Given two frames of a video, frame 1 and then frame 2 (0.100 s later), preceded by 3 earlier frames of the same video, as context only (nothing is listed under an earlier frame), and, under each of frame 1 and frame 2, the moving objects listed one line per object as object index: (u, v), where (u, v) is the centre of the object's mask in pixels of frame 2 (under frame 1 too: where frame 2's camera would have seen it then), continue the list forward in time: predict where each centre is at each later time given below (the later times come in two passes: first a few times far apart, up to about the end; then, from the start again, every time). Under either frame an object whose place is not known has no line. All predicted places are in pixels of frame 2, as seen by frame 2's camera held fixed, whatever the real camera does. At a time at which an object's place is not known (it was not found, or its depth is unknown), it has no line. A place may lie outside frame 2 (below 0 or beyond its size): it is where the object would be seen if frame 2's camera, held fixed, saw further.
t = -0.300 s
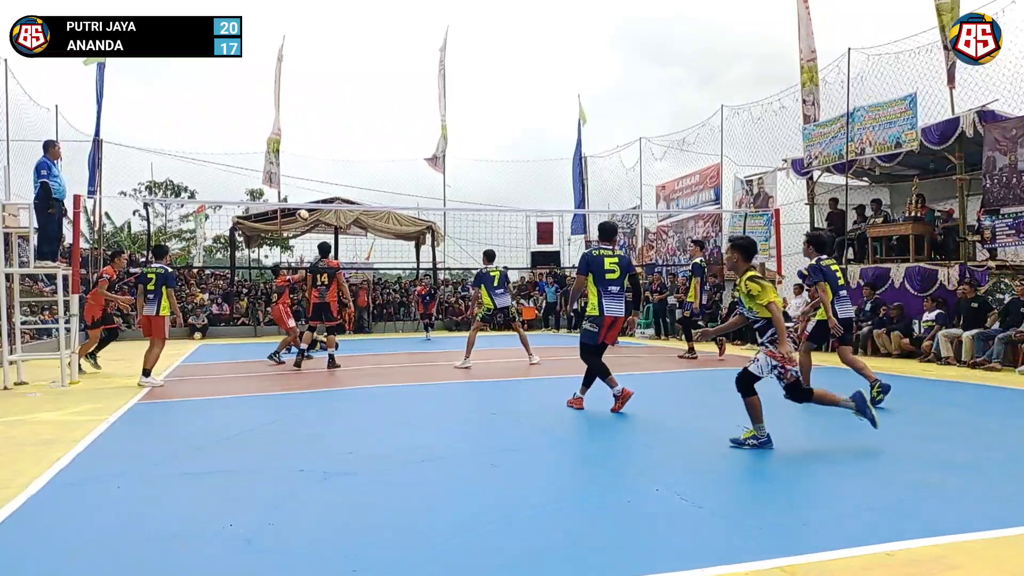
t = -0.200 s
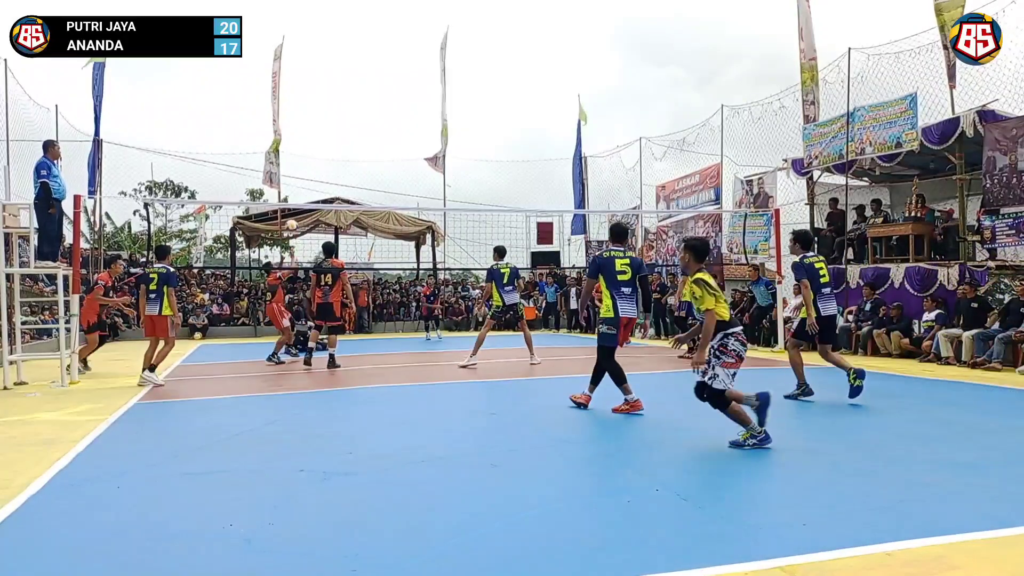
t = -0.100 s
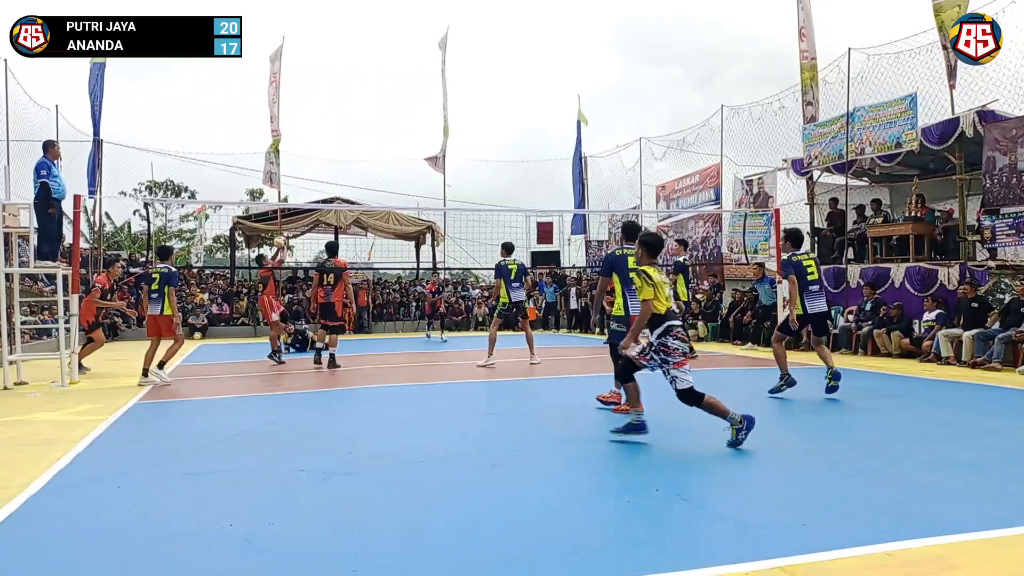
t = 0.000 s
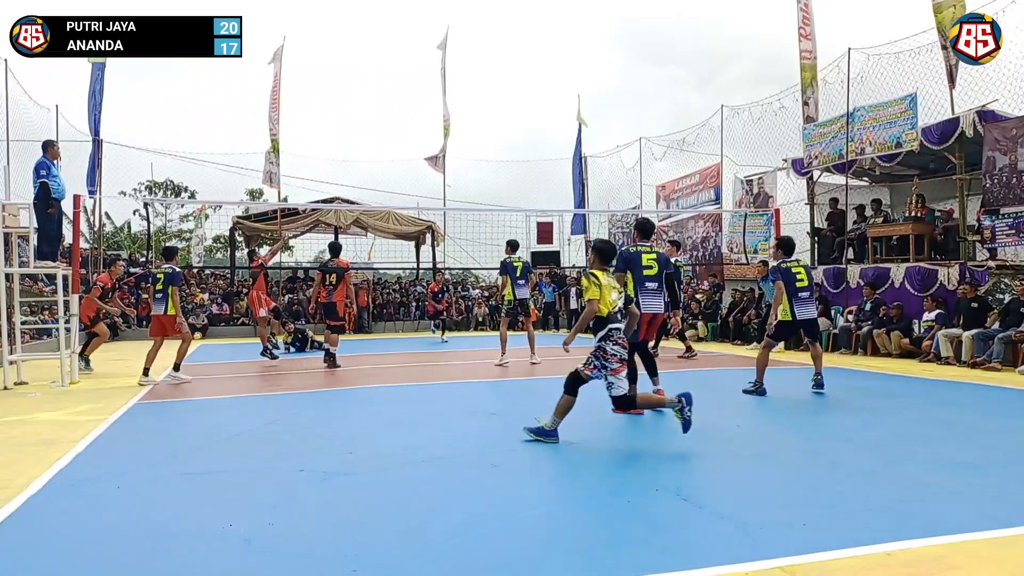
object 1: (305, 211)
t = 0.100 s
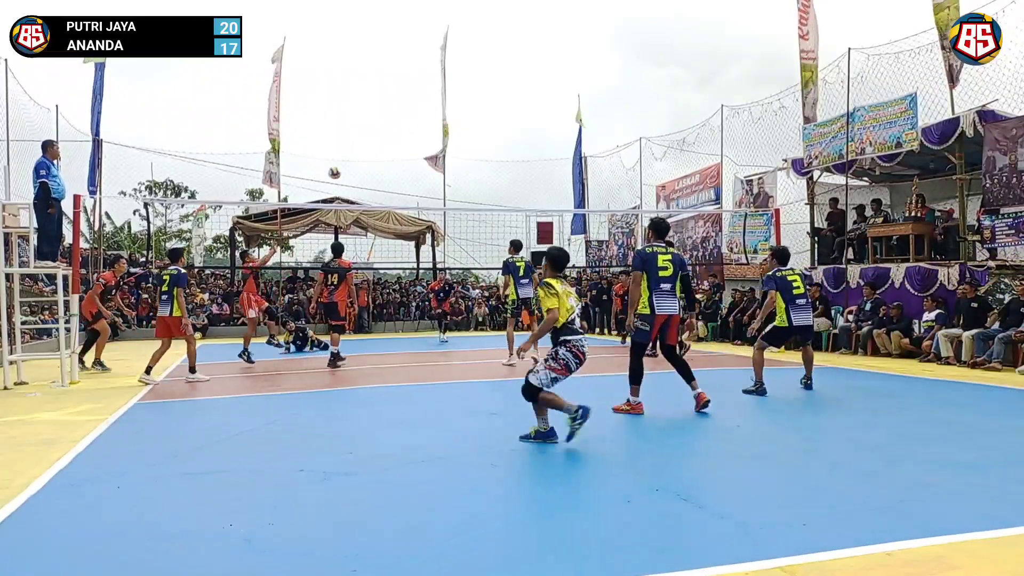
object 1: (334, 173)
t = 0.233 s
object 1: (372, 137)
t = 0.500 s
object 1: (445, 98)
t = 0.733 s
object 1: (505, 99)
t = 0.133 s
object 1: (344, 163)
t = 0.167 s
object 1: (353, 153)
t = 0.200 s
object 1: (363, 145)
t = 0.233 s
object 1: (372, 137)
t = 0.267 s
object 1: (381, 130)
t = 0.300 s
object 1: (391, 123)
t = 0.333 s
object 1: (400, 117)
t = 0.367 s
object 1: (409, 112)
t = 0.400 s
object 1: (418, 108)
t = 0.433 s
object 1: (427, 104)
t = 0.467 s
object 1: (435, 101)
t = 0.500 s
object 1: (445, 98)
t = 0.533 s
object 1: (454, 96)
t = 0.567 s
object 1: (462, 95)
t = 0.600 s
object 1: (471, 95)
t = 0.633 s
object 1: (479, 95)
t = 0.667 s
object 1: (488, 95)
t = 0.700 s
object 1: (496, 97)
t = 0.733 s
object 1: (505, 99)
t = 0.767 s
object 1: (513, 101)
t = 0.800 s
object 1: (521, 105)
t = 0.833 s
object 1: (529, 109)
